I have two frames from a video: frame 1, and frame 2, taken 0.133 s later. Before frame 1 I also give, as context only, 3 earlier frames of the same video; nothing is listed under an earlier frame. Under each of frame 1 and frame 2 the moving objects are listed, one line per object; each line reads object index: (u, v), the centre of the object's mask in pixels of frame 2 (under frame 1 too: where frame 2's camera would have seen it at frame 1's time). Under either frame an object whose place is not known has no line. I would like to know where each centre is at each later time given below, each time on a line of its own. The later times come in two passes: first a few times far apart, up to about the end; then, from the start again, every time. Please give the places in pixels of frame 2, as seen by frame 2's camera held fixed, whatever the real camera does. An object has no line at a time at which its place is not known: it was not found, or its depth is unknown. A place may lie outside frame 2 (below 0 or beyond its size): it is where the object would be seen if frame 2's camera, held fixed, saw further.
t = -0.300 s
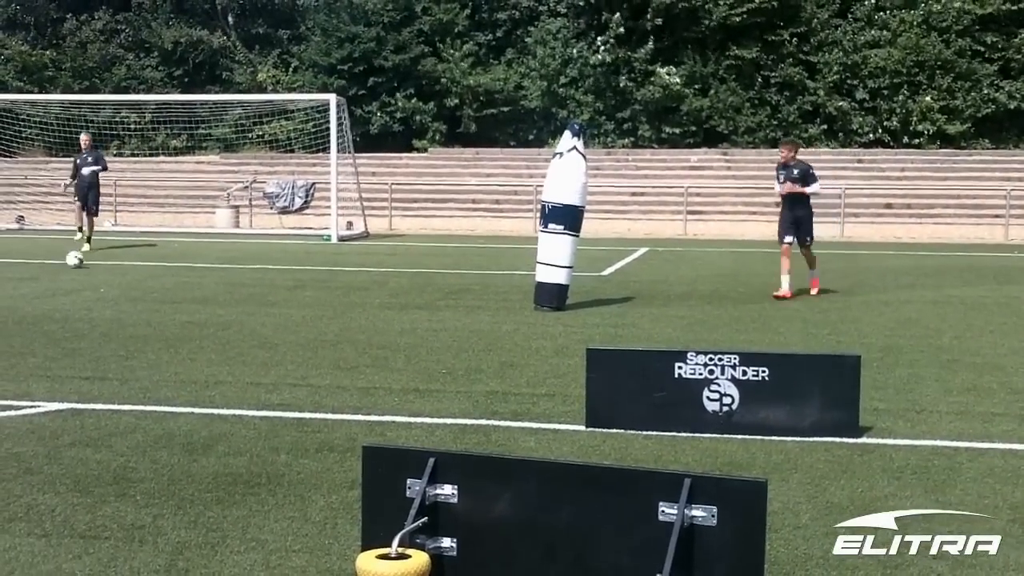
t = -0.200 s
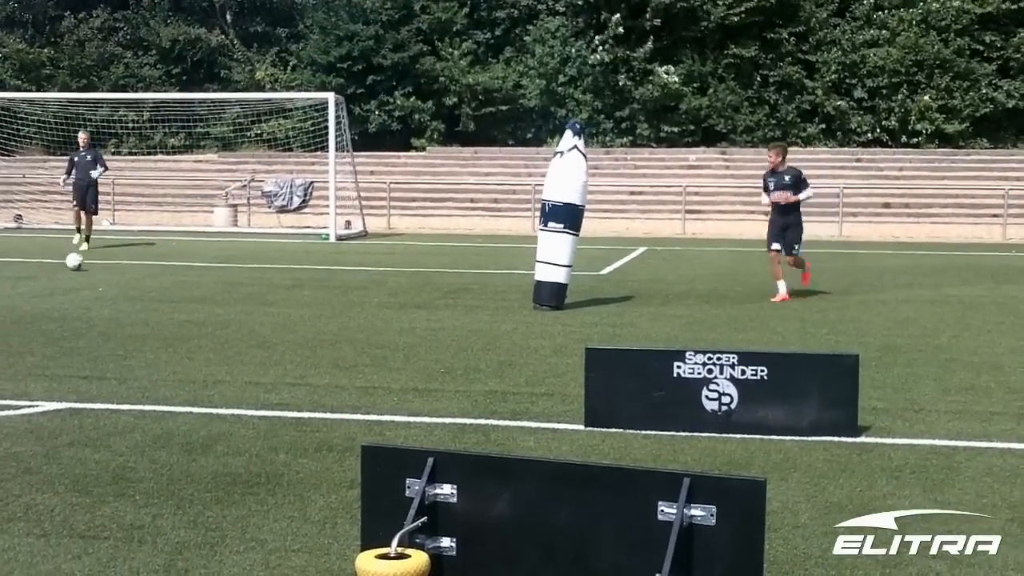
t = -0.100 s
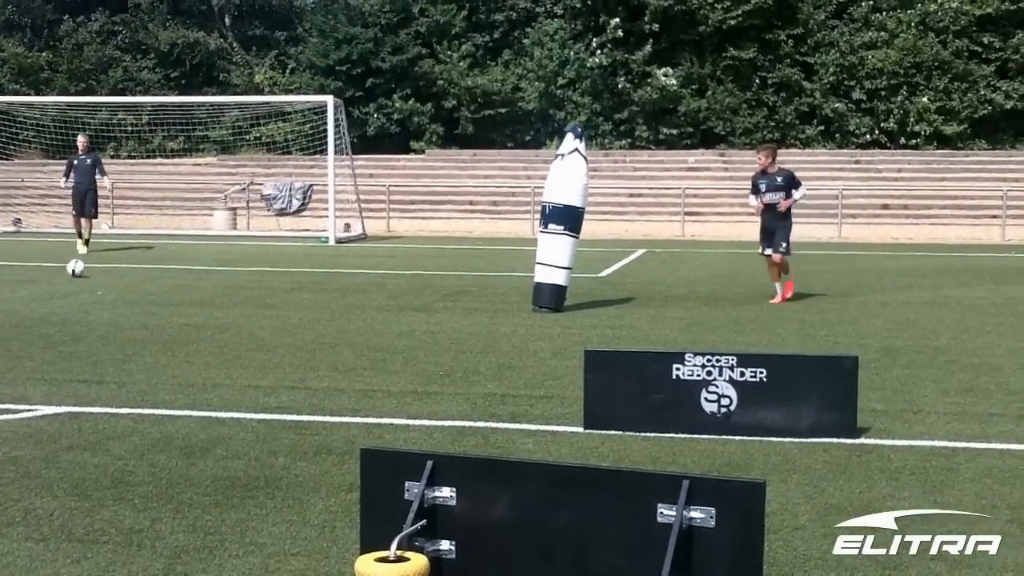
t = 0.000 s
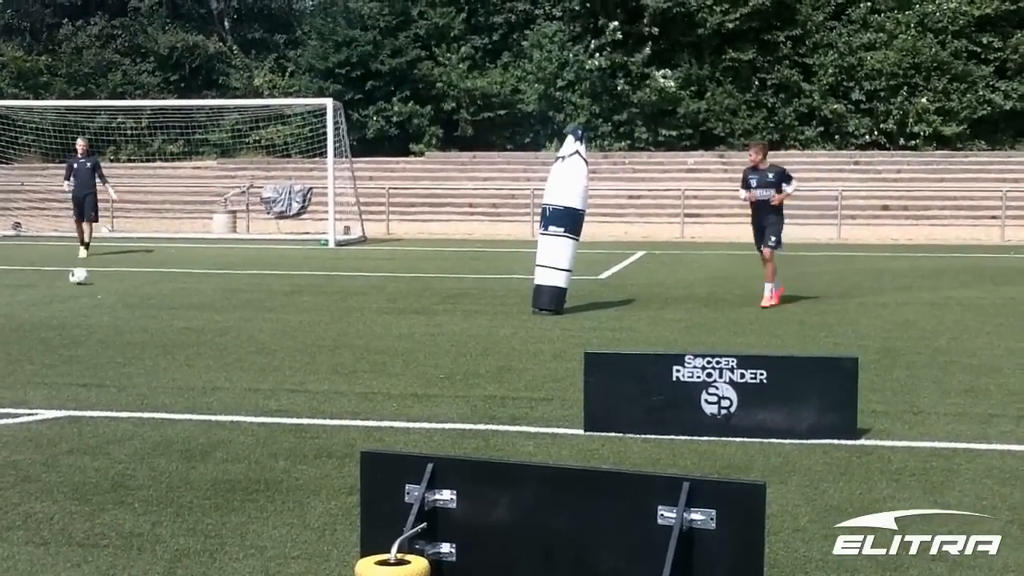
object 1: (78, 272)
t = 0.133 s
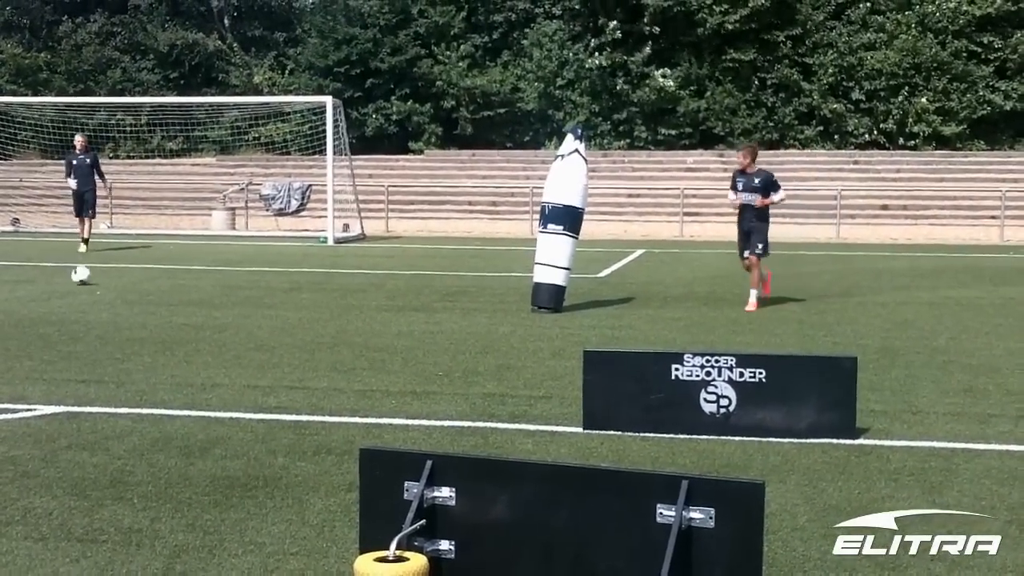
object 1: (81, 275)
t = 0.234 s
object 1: (83, 278)
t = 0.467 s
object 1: (91, 287)
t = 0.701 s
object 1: (101, 295)
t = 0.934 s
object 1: (113, 304)
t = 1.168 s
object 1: (125, 313)
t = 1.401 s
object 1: (139, 323)
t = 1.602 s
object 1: (152, 332)
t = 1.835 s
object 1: (170, 343)
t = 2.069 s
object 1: (189, 354)
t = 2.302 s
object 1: (211, 365)
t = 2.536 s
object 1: (236, 379)
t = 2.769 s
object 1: (263, 394)
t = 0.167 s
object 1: (82, 277)
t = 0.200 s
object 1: (82, 277)
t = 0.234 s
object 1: (83, 278)
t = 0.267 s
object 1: (85, 279)
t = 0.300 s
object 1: (85, 281)
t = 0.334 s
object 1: (86, 282)
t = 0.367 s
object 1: (87, 283)
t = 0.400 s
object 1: (89, 284)
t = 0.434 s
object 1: (90, 285)
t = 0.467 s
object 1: (91, 287)
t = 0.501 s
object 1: (92, 287)
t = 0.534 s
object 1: (94, 288)
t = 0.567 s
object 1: (95, 290)
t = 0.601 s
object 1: (96, 291)
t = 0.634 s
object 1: (98, 293)
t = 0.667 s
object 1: (99, 294)
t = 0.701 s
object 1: (101, 295)
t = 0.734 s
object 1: (103, 296)
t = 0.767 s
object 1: (104, 297)
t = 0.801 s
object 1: (106, 298)
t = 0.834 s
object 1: (107, 300)
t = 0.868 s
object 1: (109, 301)
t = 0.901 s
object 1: (111, 302)
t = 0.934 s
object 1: (113, 304)
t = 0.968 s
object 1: (115, 305)
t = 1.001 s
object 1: (116, 307)
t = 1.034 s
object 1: (118, 307)
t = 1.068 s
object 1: (119, 309)
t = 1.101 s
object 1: (121, 310)
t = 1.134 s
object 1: (123, 312)
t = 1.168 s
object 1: (125, 313)
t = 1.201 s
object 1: (126, 315)
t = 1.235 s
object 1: (129, 316)
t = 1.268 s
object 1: (130, 317)
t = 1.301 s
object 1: (132, 319)
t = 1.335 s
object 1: (134, 320)
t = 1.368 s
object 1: (136, 321)
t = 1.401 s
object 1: (139, 323)
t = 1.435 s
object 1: (140, 324)
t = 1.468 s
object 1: (143, 325)
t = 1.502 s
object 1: (145, 327)
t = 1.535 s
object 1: (148, 329)
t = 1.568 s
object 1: (150, 330)
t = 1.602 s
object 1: (152, 332)
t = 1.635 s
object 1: (155, 334)
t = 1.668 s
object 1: (157, 335)
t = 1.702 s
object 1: (160, 336)
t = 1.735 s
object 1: (163, 338)
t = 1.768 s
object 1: (165, 340)
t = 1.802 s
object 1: (168, 341)
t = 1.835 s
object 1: (170, 343)
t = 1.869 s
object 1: (173, 344)
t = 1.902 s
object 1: (176, 346)
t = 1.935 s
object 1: (179, 348)
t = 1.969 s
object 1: (180, 349)
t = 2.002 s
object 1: (183, 351)
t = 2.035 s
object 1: (186, 353)
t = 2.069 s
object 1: (189, 354)
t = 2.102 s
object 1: (192, 356)
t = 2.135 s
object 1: (195, 358)
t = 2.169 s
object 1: (198, 359)
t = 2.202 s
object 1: (201, 361)
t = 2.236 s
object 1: (205, 363)
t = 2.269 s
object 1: (208, 365)
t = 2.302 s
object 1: (211, 365)
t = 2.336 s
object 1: (214, 368)
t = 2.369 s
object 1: (218, 370)
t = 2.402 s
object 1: (221, 372)
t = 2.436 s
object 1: (225, 373)
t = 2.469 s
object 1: (229, 375)
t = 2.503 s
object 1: (232, 377)
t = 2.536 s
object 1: (236, 379)
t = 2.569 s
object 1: (240, 381)
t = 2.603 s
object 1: (244, 383)
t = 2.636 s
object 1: (248, 386)
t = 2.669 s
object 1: (251, 387)
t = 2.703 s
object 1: (255, 389)
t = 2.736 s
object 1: (260, 392)
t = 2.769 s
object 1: (263, 394)
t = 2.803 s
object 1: (267, 395)
